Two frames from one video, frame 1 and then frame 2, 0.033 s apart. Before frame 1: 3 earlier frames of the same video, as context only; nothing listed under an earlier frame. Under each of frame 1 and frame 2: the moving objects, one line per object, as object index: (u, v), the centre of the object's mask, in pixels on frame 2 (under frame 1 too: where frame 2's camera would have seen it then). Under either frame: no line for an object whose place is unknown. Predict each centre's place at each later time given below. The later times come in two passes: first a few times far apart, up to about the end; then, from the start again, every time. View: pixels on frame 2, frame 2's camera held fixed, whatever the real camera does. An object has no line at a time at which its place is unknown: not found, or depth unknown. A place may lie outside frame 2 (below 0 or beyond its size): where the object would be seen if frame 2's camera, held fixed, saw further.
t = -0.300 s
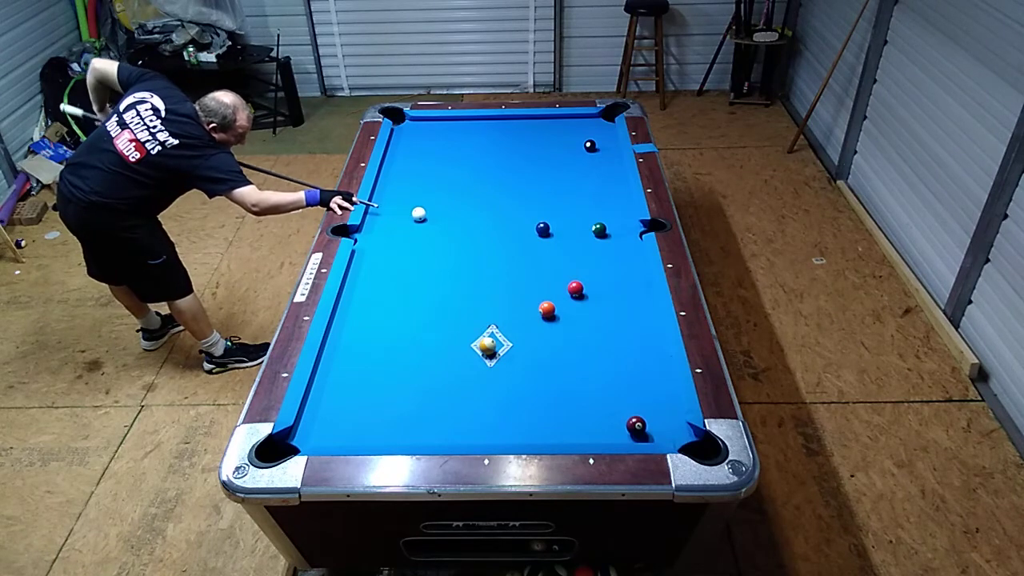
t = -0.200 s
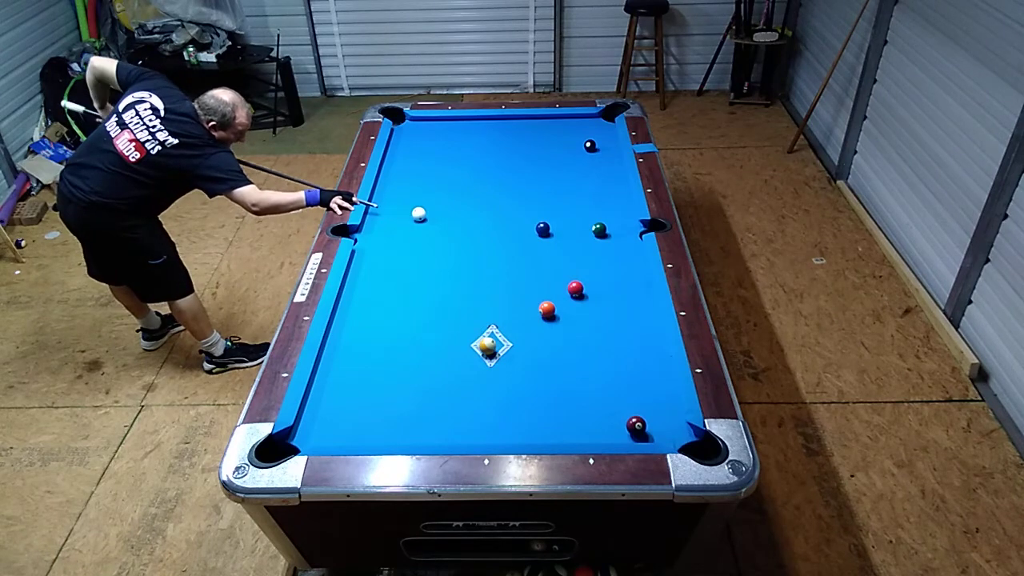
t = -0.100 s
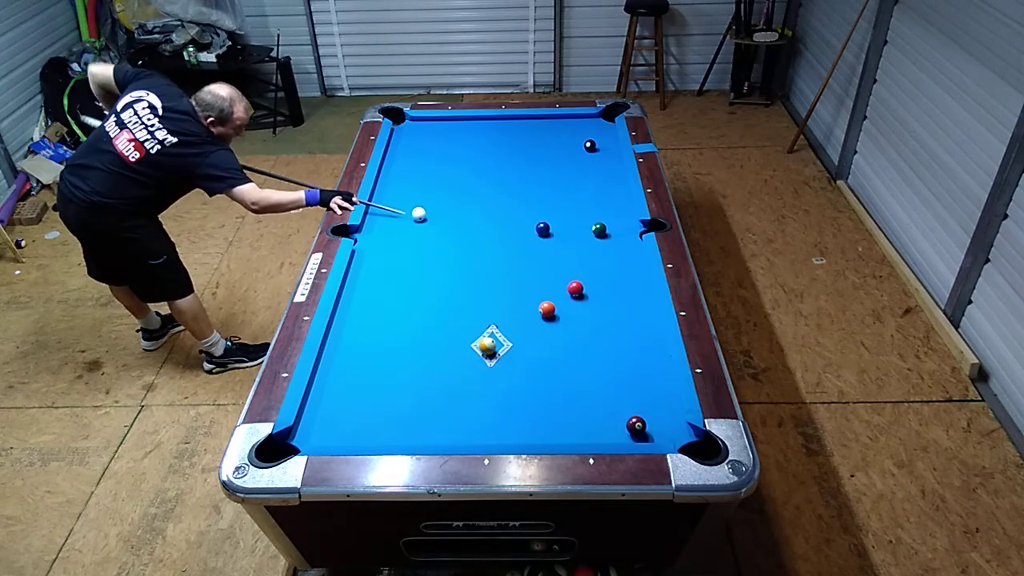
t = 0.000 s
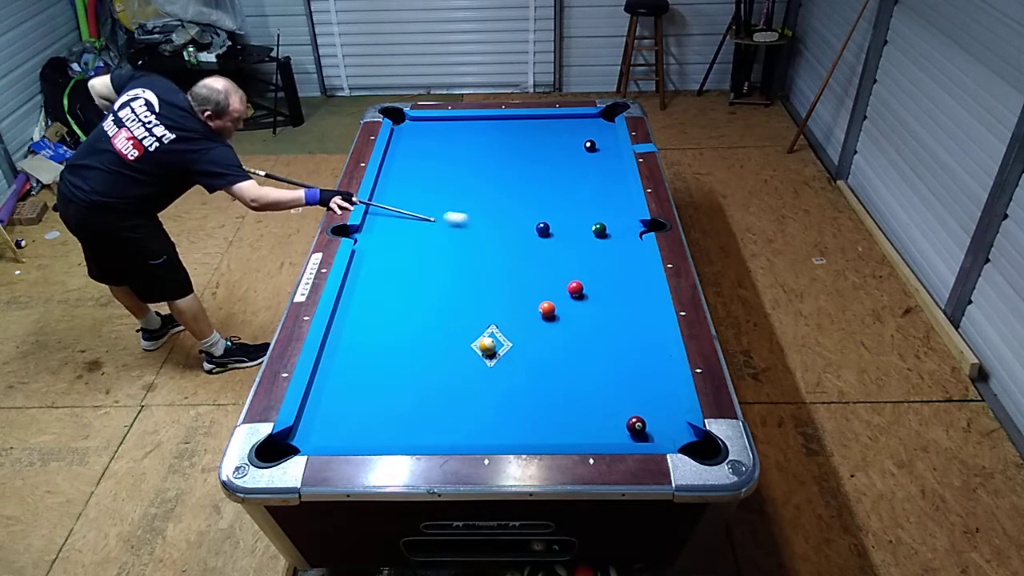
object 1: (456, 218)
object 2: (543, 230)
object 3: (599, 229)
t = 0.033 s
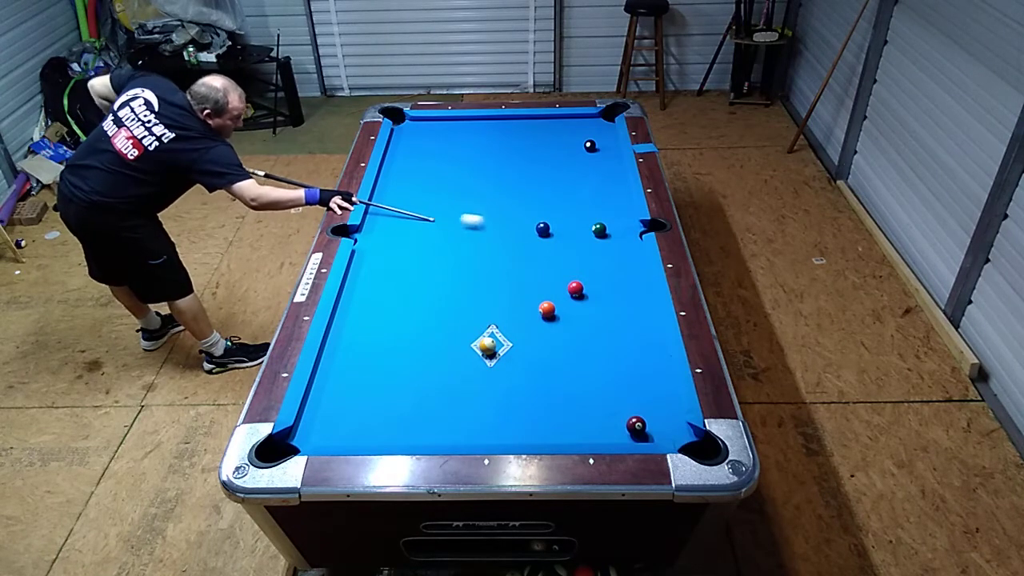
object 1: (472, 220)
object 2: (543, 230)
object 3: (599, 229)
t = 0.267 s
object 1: (526, 232)
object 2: (584, 230)
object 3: (599, 229)
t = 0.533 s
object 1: (518, 237)
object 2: (595, 233)
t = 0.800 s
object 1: (510, 243)
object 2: (605, 235)
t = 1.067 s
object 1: (503, 247)
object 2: (613, 238)
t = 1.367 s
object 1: (497, 252)
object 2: (621, 239)
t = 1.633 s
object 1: (492, 255)
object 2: (626, 240)
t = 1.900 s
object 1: (488, 258)
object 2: (630, 241)
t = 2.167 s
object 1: (486, 260)
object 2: (632, 241)
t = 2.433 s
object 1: (484, 261)
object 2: (632, 241)
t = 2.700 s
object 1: (483, 262)
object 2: (631, 240)
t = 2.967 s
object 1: (483, 262)
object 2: (631, 240)
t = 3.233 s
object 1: (483, 261)
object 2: (631, 240)
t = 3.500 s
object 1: (483, 261)
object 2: (631, 240)
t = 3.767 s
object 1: (483, 261)
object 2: (631, 240)
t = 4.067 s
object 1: (483, 262)
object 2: (631, 240)
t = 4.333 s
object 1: (483, 262)
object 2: (631, 240)
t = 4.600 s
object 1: (483, 262)
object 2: (631, 240)
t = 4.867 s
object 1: (483, 262)
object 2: (631, 239)
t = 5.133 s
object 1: (483, 262)
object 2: (631, 239)
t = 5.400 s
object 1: (483, 262)
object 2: (631, 239)
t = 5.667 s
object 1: (483, 262)
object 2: (631, 239)
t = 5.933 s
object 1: (483, 262)
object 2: (631, 239)
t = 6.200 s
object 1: (483, 262)
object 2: (631, 239)
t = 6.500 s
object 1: (483, 262)
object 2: (631, 239)
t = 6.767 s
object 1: (483, 262)
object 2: (631, 239)
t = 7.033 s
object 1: (483, 262)
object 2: (631, 239)
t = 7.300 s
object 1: (483, 261)
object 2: (631, 239)
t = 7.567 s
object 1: (483, 262)
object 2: (631, 239)
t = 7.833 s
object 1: (483, 262)
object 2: (631, 239)
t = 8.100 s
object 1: (483, 262)
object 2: (631, 239)
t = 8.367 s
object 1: (483, 262)
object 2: (631, 239)
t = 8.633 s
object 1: (483, 262)
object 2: (631, 240)
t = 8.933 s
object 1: (483, 262)
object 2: (631, 239)
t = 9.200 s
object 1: (483, 262)
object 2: (631, 240)
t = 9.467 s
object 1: (483, 262)
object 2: (631, 240)
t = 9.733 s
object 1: (483, 262)
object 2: (631, 240)
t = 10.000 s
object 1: (483, 262)
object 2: (631, 240)
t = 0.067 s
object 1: (488, 223)
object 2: (543, 230)
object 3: (599, 229)
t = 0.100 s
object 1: (503, 224)
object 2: (543, 230)
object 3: (599, 229)
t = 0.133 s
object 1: (517, 226)
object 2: (543, 230)
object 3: (599, 229)
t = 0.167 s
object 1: (528, 228)
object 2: (546, 230)
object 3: (599, 229)
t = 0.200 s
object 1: (528, 230)
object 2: (560, 230)
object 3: (599, 229)
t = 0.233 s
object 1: (527, 231)
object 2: (573, 230)
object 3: (599, 229)
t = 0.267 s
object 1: (526, 232)
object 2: (584, 230)
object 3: (599, 229)
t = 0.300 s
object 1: (525, 232)
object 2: (586, 231)
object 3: (609, 229)
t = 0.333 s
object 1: (524, 233)
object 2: (587, 231)
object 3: (620, 228)
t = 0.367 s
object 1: (523, 234)
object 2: (588, 232)
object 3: (629, 228)
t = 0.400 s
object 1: (522, 235)
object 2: (589, 232)
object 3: (636, 227)
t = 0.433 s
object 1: (521, 235)
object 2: (591, 233)
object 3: (646, 227)
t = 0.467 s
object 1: (520, 236)
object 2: (592, 233)
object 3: (654, 229)
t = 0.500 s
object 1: (519, 237)
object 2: (594, 233)
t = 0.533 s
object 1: (518, 237)
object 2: (595, 233)
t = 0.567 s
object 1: (517, 238)
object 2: (596, 234)
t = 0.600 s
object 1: (516, 239)
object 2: (597, 234)
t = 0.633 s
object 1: (515, 239)
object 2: (599, 234)
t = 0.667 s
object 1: (514, 240)
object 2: (600, 234)
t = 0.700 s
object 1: (513, 241)
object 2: (601, 234)
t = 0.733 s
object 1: (512, 241)
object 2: (602, 235)
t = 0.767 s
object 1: (511, 242)
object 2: (604, 235)
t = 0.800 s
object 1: (510, 243)
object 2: (605, 235)
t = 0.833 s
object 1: (509, 243)
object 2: (606, 236)
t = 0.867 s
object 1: (508, 244)
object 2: (607, 236)
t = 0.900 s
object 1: (507, 245)
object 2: (608, 236)
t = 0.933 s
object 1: (507, 245)
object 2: (609, 237)
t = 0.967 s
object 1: (506, 246)
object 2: (610, 237)
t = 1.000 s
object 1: (505, 246)
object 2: (611, 237)
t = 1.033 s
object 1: (504, 247)
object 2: (612, 237)
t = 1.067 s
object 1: (503, 247)
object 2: (613, 238)
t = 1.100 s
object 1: (502, 248)
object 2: (614, 238)
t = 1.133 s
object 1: (502, 248)
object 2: (615, 238)
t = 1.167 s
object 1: (501, 249)
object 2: (616, 238)
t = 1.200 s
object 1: (500, 250)
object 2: (617, 238)
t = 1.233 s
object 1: (499, 250)
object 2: (618, 238)
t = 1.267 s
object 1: (499, 251)
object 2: (618, 238)
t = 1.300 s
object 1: (498, 251)
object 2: (619, 238)
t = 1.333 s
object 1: (497, 251)
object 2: (620, 239)
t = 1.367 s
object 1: (497, 252)
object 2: (621, 239)
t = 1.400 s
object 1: (496, 252)
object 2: (621, 239)
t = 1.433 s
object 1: (495, 253)
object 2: (622, 239)
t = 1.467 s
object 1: (495, 253)
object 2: (623, 239)
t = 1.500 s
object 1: (494, 254)
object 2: (624, 239)
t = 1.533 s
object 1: (494, 254)
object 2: (624, 240)
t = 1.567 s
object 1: (493, 254)
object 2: (625, 240)
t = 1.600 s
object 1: (492, 255)
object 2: (626, 240)
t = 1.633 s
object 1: (492, 255)
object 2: (626, 240)
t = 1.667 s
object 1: (491, 256)
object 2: (627, 240)
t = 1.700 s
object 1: (491, 256)
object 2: (627, 240)
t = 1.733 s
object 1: (490, 256)
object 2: (628, 240)
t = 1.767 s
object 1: (490, 257)
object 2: (628, 240)
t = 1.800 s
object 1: (489, 257)
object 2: (629, 240)
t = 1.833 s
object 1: (489, 257)
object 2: (629, 240)
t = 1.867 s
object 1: (488, 257)
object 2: (629, 240)
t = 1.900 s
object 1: (488, 258)
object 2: (630, 241)
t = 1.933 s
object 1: (488, 258)
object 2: (630, 241)
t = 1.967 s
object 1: (488, 258)
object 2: (631, 241)
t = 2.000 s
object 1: (487, 259)
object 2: (631, 241)
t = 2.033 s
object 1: (487, 259)
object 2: (631, 241)
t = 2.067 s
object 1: (486, 259)
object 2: (631, 241)
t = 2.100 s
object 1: (486, 259)
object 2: (631, 241)
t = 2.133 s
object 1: (486, 259)
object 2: (631, 241)
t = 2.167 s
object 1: (486, 260)
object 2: (632, 241)
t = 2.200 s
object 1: (485, 260)
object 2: (632, 241)
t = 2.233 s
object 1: (485, 260)
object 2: (632, 241)
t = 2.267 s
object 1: (485, 260)
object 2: (632, 241)
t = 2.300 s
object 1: (485, 261)
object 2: (632, 241)
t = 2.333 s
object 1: (484, 261)
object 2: (632, 241)
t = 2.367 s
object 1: (484, 261)
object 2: (632, 241)
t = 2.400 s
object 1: (484, 261)
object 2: (632, 241)
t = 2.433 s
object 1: (484, 261)
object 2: (632, 241)
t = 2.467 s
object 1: (484, 261)
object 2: (632, 241)
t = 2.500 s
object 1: (484, 261)
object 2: (631, 241)
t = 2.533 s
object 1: (484, 261)
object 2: (631, 240)
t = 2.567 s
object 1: (484, 261)
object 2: (631, 240)
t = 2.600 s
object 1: (483, 261)
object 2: (631, 240)
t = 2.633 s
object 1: (484, 261)
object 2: (631, 240)
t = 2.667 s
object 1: (483, 262)
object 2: (631, 240)
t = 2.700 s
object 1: (483, 262)
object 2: (631, 240)
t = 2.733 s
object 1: (483, 262)
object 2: (631, 240)
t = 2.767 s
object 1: (483, 262)
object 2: (631, 240)
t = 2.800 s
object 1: (483, 262)
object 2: (631, 240)
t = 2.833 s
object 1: (483, 262)
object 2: (631, 240)
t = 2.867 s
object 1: (483, 262)
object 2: (631, 240)
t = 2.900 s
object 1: (483, 262)
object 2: (631, 240)
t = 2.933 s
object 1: (483, 262)
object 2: (631, 240)
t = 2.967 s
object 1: (483, 262)
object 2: (631, 240)
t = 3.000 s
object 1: (483, 262)
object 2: (631, 240)
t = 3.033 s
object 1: (483, 262)
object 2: (631, 240)
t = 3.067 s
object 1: (483, 262)
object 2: (631, 240)
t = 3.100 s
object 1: (483, 262)
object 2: (631, 240)
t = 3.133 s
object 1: (483, 262)
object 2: (631, 240)
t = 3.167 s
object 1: (483, 261)
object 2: (631, 240)
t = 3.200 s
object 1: (483, 262)
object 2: (631, 240)
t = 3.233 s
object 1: (483, 261)
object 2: (631, 240)
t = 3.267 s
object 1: (483, 261)
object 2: (631, 240)
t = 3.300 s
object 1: (483, 262)
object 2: (631, 240)
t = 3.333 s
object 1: (483, 261)
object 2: (631, 240)
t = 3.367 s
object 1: (483, 262)
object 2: (631, 240)
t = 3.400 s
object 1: (483, 261)
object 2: (631, 240)
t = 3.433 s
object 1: (483, 261)
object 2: (631, 240)
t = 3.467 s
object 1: (483, 261)
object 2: (631, 240)
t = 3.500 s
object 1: (483, 261)
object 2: (631, 240)
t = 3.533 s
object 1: (483, 261)
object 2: (631, 240)
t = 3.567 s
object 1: (483, 261)
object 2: (631, 240)
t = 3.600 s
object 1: (483, 261)
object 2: (631, 240)
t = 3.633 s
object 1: (483, 261)
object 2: (631, 240)
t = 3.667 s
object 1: (483, 261)
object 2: (631, 240)
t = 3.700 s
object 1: (483, 261)
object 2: (631, 240)
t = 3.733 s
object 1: (483, 261)
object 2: (631, 240)
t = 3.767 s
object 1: (483, 261)
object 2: (631, 240)
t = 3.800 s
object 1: (483, 261)
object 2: (631, 240)
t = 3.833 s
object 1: (483, 262)
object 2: (631, 240)
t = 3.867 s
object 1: (483, 262)
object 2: (631, 240)
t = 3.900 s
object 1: (483, 262)
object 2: (631, 240)
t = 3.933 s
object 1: (483, 262)
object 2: (631, 240)
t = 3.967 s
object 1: (483, 262)
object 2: (631, 240)
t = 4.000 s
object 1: (483, 262)
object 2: (631, 240)
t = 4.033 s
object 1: (483, 262)
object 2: (631, 240)
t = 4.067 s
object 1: (483, 262)
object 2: (631, 240)
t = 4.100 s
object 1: (483, 262)
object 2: (631, 240)
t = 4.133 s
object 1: (483, 262)
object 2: (631, 240)
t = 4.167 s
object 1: (483, 262)
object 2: (631, 240)
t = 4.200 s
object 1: (483, 262)
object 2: (631, 240)
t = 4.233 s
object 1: (483, 262)
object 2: (631, 240)
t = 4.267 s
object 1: (483, 262)
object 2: (631, 240)
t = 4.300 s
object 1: (483, 262)
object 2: (631, 240)
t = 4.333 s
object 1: (483, 262)
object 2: (631, 240)
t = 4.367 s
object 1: (483, 262)
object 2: (631, 240)
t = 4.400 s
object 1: (483, 262)
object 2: (631, 240)
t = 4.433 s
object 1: (483, 262)
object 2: (631, 240)
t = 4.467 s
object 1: (483, 262)
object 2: (631, 240)
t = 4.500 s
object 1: (483, 262)
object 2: (631, 240)
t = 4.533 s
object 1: (483, 262)
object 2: (631, 240)
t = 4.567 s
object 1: (483, 262)
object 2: (631, 240)
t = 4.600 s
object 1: (483, 262)
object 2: (631, 240)
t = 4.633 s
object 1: (483, 262)
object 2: (631, 239)
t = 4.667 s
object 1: (483, 262)
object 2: (631, 240)
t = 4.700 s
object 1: (483, 262)
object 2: (631, 240)
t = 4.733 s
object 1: (483, 262)
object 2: (631, 240)
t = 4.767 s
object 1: (483, 262)
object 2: (631, 240)
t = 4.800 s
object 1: (483, 262)
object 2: (631, 240)
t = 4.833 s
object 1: (483, 262)
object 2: (631, 240)
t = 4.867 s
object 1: (483, 262)
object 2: (631, 239)
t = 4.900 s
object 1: (483, 262)
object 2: (631, 240)
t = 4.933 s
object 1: (483, 262)
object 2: (631, 240)
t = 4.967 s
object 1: (483, 262)
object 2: (631, 240)
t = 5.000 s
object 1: (483, 262)
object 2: (631, 240)
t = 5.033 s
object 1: (483, 262)
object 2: (631, 240)
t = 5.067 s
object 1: (483, 262)
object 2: (631, 240)
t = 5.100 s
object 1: (483, 262)
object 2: (631, 240)
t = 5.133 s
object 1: (483, 262)
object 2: (631, 239)
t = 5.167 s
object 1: (483, 262)
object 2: (631, 239)
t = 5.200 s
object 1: (483, 262)
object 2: (631, 240)
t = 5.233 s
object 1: (483, 262)
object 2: (631, 240)
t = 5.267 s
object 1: (483, 262)
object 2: (631, 239)
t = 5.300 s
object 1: (483, 262)
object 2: (631, 240)
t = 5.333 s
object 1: (483, 262)
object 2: (631, 239)
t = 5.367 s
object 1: (483, 262)
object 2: (631, 239)
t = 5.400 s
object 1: (483, 262)
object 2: (631, 239)
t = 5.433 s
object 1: (483, 262)
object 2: (631, 240)
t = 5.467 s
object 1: (483, 262)
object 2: (631, 239)
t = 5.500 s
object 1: (483, 262)
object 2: (631, 239)
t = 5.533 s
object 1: (483, 262)
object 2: (631, 239)
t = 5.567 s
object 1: (483, 262)
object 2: (631, 240)
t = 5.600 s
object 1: (483, 262)
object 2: (631, 239)
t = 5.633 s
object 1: (483, 262)
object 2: (631, 239)
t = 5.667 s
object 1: (483, 262)
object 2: (631, 239)
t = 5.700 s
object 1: (483, 262)
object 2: (631, 239)
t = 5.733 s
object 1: (483, 262)
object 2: (631, 239)
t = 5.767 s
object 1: (483, 262)
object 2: (631, 239)
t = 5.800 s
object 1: (483, 262)
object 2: (631, 239)
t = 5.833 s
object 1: (483, 262)
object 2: (631, 239)
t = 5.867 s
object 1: (483, 262)
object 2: (631, 239)
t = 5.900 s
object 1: (483, 262)
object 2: (631, 239)
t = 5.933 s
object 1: (483, 262)
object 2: (631, 239)
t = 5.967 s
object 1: (483, 262)
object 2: (631, 239)
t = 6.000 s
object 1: (483, 261)
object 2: (631, 239)
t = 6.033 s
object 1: (483, 262)
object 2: (631, 239)
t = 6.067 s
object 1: (483, 262)
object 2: (631, 239)
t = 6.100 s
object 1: (483, 262)
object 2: (631, 239)
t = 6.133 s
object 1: (483, 262)
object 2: (631, 239)
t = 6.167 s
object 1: (483, 262)
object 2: (631, 240)
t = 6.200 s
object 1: (483, 262)
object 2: (631, 239)
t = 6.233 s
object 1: (483, 262)
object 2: (631, 239)
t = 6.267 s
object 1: (483, 262)
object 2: (631, 239)
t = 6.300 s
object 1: (483, 262)
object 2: (631, 239)
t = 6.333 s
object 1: (483, 262)
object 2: (631, 239)
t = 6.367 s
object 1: (483, 262)
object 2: (631, 240)
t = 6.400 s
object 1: (483, 262)
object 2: (631, 239)
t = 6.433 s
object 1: (483, 262)
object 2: (631, 239)
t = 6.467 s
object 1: (483, 262)
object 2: (631, 239)
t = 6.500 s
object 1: (483, 262)
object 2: (631, 239)
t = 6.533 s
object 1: (483, 262)
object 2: (631, 239)
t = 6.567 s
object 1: (483, 262)
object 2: (631, 239)
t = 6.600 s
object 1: (483, 262)
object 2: (631, 239)
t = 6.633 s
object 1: (483, 262)
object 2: (631, 239)
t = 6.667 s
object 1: (483, 262)
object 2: (631, 239)
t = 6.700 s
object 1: (483, 262)
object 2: (631, 239)
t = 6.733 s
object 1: (483, 262)
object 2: (631, 239)
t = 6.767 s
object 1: (483, 262)
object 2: (631, 239)
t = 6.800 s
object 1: (483, 262)
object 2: (631, 239)
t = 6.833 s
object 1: (483, 262)
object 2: (631, 239)
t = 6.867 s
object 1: (483, 262)
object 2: (631, 239)
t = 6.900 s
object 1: (483, 262)
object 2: (631, 239)
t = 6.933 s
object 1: (483, 262)
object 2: (631, 239)
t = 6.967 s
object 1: (483, 262)
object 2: (631, 239)
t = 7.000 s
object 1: (483, 262)
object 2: (631, 239)
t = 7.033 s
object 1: (483, 262)
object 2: (631, 239)
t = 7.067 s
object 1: (483, 262)
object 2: (631, 239)
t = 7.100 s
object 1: (483, 262)
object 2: (631, 239)
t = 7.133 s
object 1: (483, 261)
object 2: (631, 239)
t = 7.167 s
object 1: (483, 261)
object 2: (631, 239)
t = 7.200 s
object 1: (483, 262)
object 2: (631, 239)
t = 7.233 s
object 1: (483, 262)
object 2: (631, 239)
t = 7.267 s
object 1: (483, 262)
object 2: (631, 239)
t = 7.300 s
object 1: (483, 261)
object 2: (631, 239)
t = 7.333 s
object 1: (483, 261)
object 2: (631, 239)
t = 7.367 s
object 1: (483, 261)
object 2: (631, 239)
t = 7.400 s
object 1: (483, 261)
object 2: (631, 239)
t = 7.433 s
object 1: (483, 261)
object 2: (631, 239)
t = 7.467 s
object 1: (483, 261)
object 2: (631, 239)
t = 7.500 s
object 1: (483, 261)
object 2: (631, 239)
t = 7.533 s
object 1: (483, 261)
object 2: (631, 239)
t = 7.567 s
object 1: (483, 262)
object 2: (631, 239)
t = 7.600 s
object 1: (483, 262)
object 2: (631, 239)
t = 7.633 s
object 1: (483, 261)
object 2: (631, 239)
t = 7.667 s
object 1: (483, 261)
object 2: (631, 239)
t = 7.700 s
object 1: (483, 261)
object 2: (631, 239)
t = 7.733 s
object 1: (483, 262)
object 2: (631, 239)
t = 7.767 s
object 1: (483, 262)
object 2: (631, 239)
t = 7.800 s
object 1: (483, 262)
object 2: (631, 239)
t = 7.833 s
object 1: (483, 262)
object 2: (631, 239)
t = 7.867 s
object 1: (483, 262)
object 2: (631, 239)
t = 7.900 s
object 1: (483, 262)
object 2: (631, 239)
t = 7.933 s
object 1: (483, 262)
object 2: (631, 239)
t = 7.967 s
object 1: (483, 262)
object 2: (631, 239)
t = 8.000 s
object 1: (483, 262)
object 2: (631, 239)
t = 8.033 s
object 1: (483, 262)
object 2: (631, 239)
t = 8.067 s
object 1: (483, 262)
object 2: (631, 239)
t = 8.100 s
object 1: (483, 262)
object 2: (631, 239)
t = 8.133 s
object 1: (483, 262)
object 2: (631, 239)
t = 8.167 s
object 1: (483, 262)
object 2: (631, 239)
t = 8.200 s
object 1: (483, 262)
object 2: (631, 239)
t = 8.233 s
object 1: (483, 262)
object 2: (631, 239)
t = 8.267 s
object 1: (483, 262)
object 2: (631, 239)
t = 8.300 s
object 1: (483, 262)
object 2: (631, 239)
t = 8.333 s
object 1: (483, 262)
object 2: (631, 239)
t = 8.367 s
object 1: (483, 262)
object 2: (631, 239)
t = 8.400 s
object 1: (483, 262)
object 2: (631, 239)
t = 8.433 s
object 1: (483, 262)
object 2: (631, 239)
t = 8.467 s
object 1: (483, 262)
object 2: (631, 239)
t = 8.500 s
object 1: (483, 262)
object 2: (631, 239)
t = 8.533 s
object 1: (483, 262)
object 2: (631, 239)
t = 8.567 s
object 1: (483, 262)
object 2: (631, 239)
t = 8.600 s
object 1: (483, 262)
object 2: (631, 239)
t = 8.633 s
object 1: (483, 262)
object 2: (631, 240)
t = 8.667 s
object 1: (483, 262)
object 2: (631, 239)
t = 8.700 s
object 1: (483, 262)
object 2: (631, 239)
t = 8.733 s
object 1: (483, 262)
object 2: (631, 239)
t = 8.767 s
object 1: (483, 262)
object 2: (631, 239)
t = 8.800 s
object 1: (483, 262)
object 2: (631, 239)
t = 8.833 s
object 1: (483, 262)
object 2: (631, 239)
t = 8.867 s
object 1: (483, 262)
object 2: (631, 239)
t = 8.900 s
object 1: (483, 262)
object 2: (631, 239)
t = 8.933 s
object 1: (483, 262)
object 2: (631, 239)
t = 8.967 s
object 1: (483, 262)
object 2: (631, 239)
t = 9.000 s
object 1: (483, 262)
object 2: (631, 239)
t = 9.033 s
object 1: (483, 262)
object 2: (631, 239)
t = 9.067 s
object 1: (483, 262)
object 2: (631, 239)
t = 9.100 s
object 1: (483, 262)
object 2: (631, 239)
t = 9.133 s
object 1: (483, 262)
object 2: (631, 240)
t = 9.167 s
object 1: (483, 262)
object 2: (631, 240)
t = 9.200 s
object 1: (483, 262)
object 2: (631, 240)
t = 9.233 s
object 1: (483, 262)
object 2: (631, 240)
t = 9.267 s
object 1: (483, 262)
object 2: (631, 240)
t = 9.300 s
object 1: (483, 262)
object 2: (631, 240)
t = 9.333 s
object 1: (483, 262)
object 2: (631, 240)
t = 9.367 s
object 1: (483, 262)
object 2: (631, 240)
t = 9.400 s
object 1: (483, 262)
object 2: (631, 240)
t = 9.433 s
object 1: (483, 262)
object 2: (631, 240)
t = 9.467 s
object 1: (483, 262)
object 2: (631, 240)
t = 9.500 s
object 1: (483, 262)
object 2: (631, 240)
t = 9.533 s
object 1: (483, 262)
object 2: (631, 240)
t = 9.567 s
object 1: (483, 262)
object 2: (631, 240)
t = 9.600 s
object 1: (483, 262)
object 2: (631, 240)
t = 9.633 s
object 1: (483, 262)
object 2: (631, 240)
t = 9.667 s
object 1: (483, 262)
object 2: (631, 240)
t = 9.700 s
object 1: (483, 262)
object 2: (631, 240)
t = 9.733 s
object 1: (483, 262)
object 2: (631, 240)
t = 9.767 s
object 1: (483, 262)
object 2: (631, 240)
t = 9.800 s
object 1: (483, 262)
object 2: (631, 240)
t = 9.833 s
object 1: (483, 262)
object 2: (631, 240)
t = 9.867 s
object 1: (483, 262)
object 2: (631, 240)
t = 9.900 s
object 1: (483, 262)
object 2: (631, 240)
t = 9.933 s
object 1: (483, 262)
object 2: (631, 240)
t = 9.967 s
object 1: (483, 262)
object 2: (631, 240)
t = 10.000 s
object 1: (483, 262)
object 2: (631, 240)
